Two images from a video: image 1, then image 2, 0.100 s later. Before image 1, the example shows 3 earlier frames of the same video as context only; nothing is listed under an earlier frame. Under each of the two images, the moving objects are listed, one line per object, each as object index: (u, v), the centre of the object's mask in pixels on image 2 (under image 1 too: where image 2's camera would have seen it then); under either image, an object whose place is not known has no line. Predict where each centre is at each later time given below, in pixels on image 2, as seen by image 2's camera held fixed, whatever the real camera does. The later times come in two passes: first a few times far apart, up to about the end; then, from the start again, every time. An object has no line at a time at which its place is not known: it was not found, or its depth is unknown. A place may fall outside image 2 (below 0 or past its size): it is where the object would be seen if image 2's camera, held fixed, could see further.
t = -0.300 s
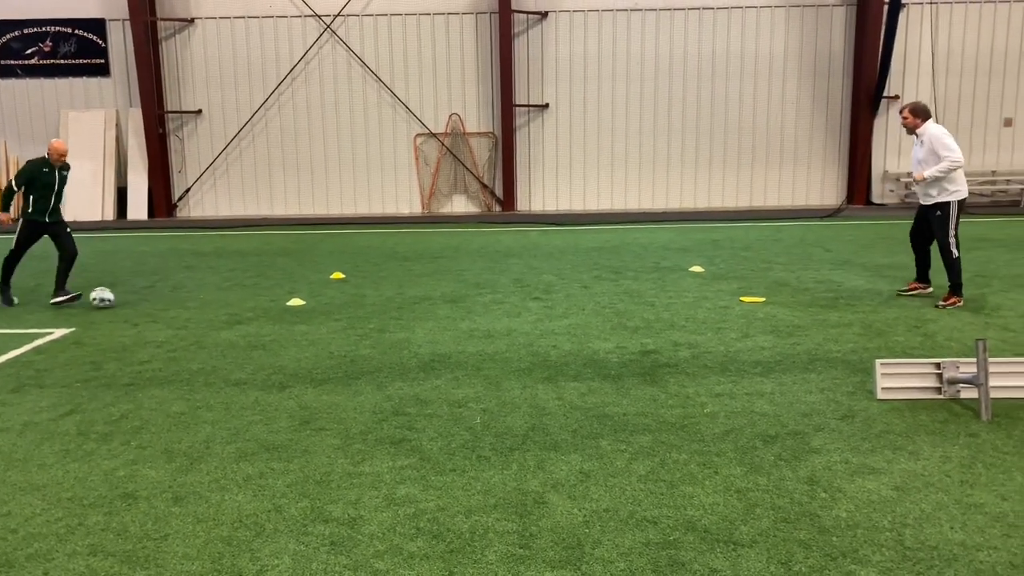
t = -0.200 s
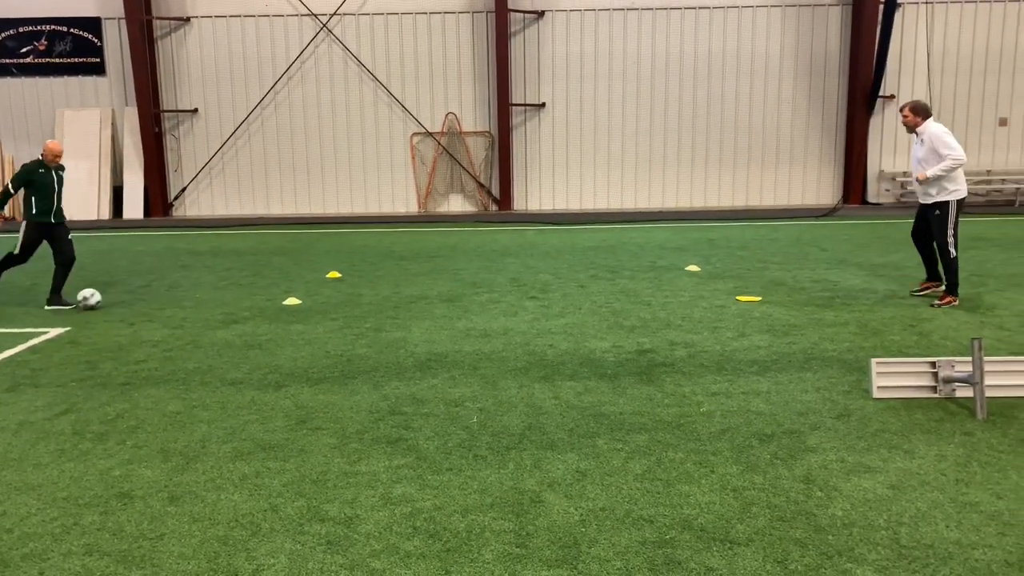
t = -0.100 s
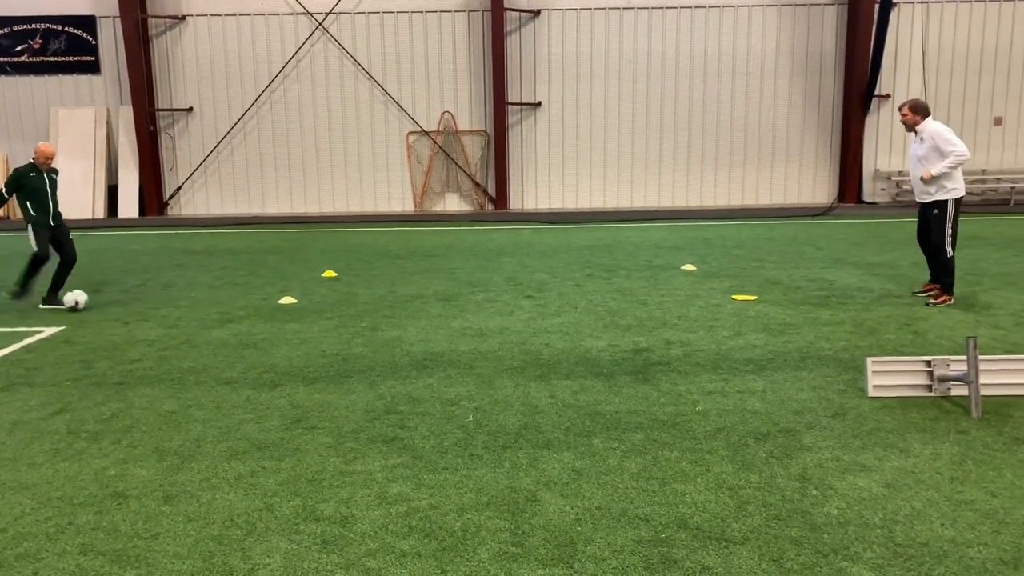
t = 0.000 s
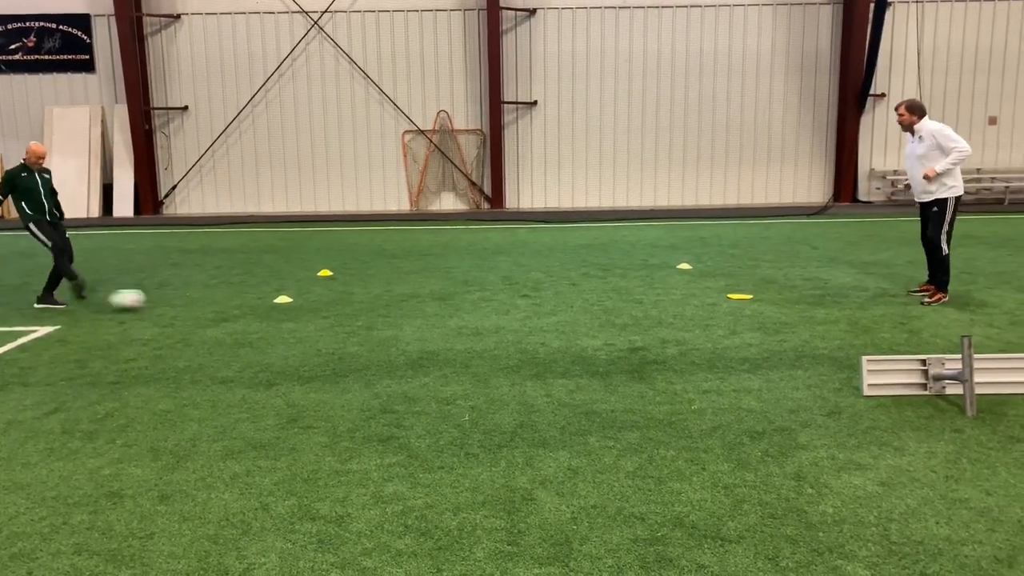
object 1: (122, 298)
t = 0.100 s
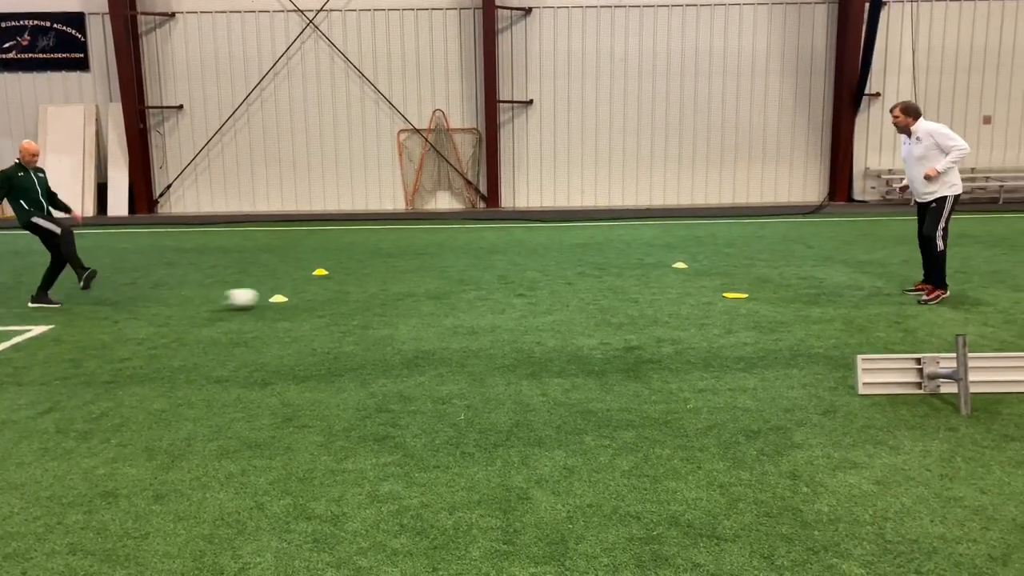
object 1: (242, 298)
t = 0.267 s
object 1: (426, 296)
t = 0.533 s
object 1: (689, 292)
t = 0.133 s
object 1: (279, 298)
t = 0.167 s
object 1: (316, 297)
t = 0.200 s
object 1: (353, 297)
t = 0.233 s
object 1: (390, 296)
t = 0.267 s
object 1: (426, 296)
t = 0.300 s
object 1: (460, 295)
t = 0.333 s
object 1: (496, 295)
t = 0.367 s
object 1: (529, 295)
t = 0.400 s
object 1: (561, 294)
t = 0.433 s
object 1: (593, 293)
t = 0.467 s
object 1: (626, 294)
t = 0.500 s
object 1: (659, 292)
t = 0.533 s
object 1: (689, 292)
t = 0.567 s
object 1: (719, 291)
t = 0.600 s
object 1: (751, 292)
